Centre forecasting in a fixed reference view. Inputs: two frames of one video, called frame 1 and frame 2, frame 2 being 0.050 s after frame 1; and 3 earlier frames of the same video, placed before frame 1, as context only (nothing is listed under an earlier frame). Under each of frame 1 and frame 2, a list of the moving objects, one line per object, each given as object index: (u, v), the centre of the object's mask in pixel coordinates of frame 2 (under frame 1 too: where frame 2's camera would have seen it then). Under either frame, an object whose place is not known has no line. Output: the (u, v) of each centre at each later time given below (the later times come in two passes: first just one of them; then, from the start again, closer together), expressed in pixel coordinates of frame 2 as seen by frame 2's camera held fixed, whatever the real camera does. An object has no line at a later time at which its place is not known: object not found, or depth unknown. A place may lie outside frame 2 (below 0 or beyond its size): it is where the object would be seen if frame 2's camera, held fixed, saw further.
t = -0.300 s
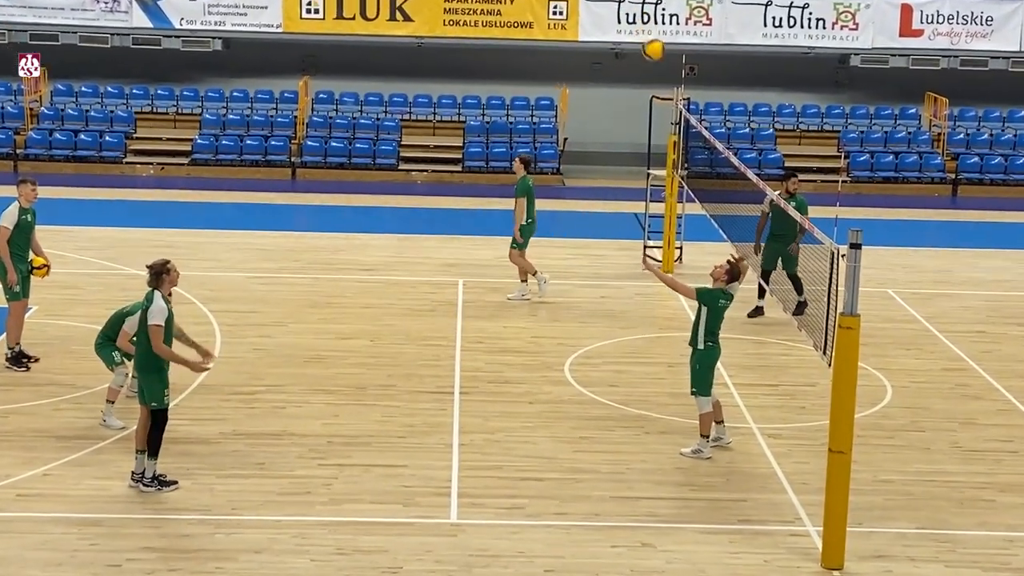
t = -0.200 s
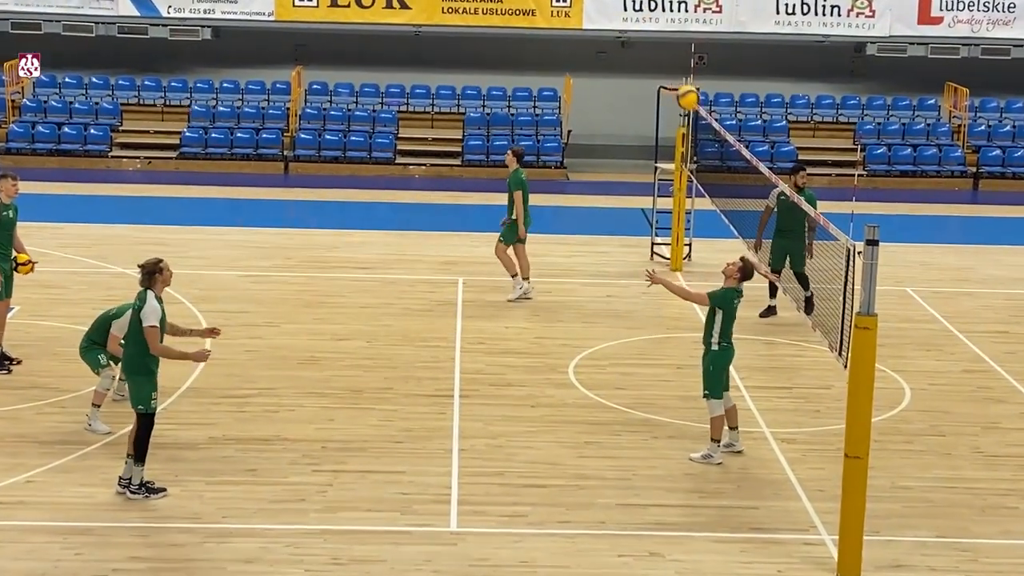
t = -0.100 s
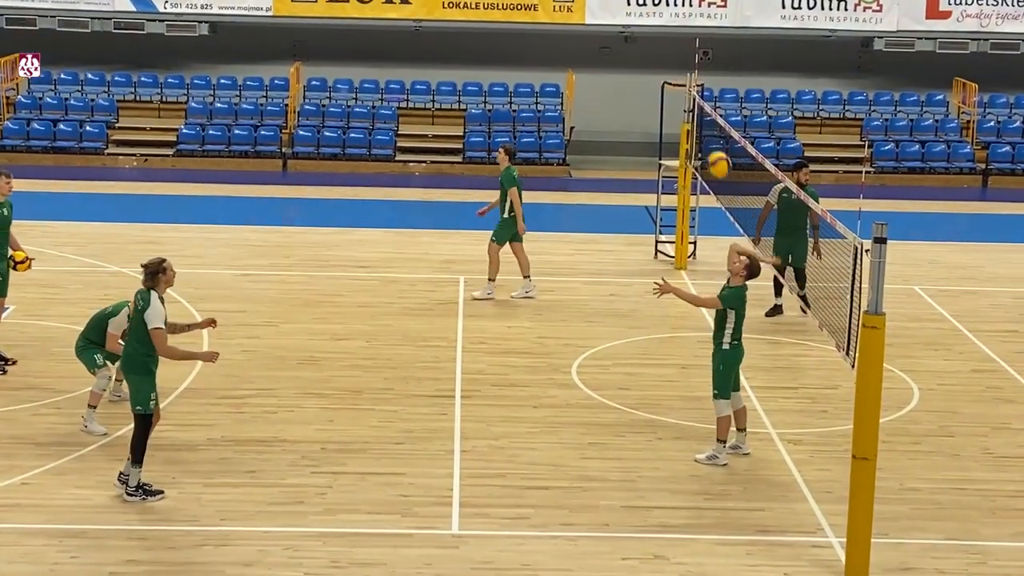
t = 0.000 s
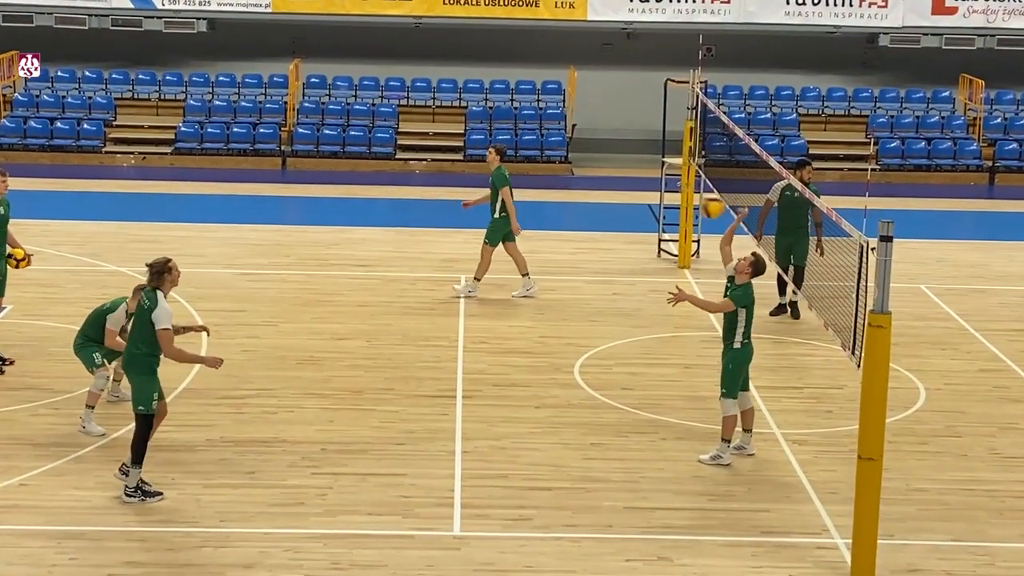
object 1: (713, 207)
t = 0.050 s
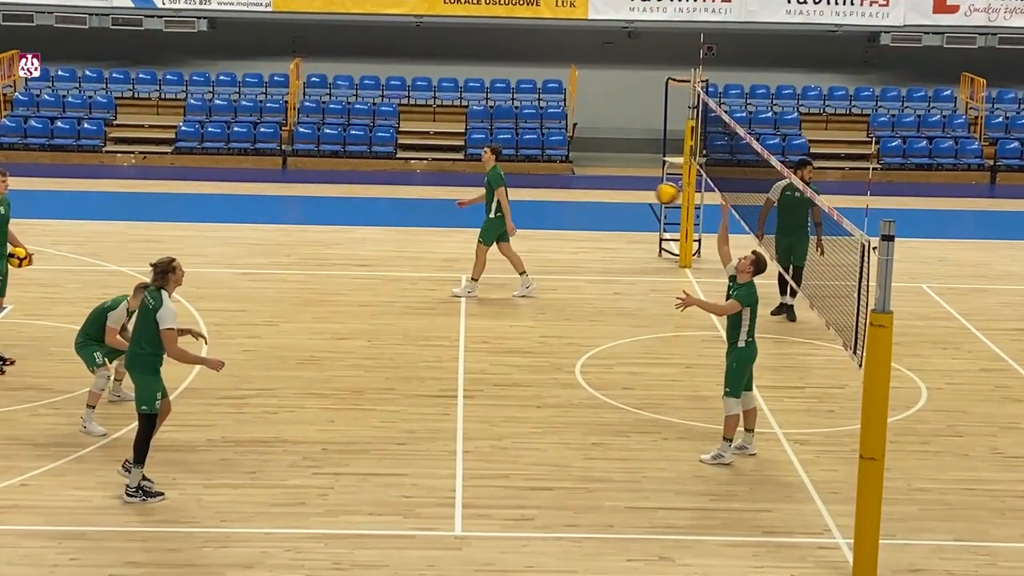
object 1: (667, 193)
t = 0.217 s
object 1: (521, 175)
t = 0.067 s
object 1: (652, 190)
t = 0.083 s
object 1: (638, 187)
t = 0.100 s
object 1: (623, 184)
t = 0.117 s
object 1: (607, 182)
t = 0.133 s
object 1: (593, 180)
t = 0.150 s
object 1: (578, 179)
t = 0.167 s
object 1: (564, 177)
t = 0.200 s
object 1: (535, 175)
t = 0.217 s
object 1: (521, 175)
